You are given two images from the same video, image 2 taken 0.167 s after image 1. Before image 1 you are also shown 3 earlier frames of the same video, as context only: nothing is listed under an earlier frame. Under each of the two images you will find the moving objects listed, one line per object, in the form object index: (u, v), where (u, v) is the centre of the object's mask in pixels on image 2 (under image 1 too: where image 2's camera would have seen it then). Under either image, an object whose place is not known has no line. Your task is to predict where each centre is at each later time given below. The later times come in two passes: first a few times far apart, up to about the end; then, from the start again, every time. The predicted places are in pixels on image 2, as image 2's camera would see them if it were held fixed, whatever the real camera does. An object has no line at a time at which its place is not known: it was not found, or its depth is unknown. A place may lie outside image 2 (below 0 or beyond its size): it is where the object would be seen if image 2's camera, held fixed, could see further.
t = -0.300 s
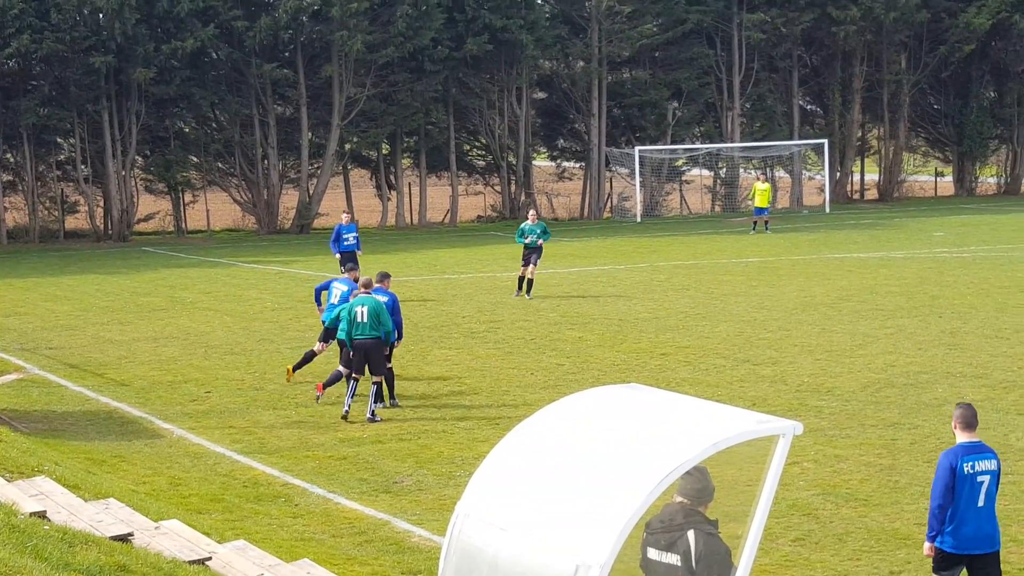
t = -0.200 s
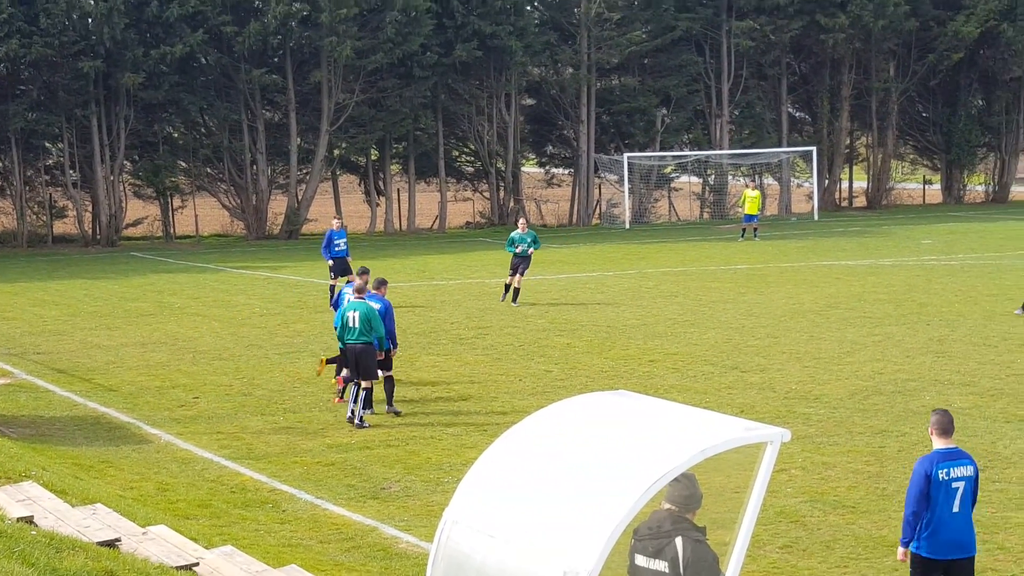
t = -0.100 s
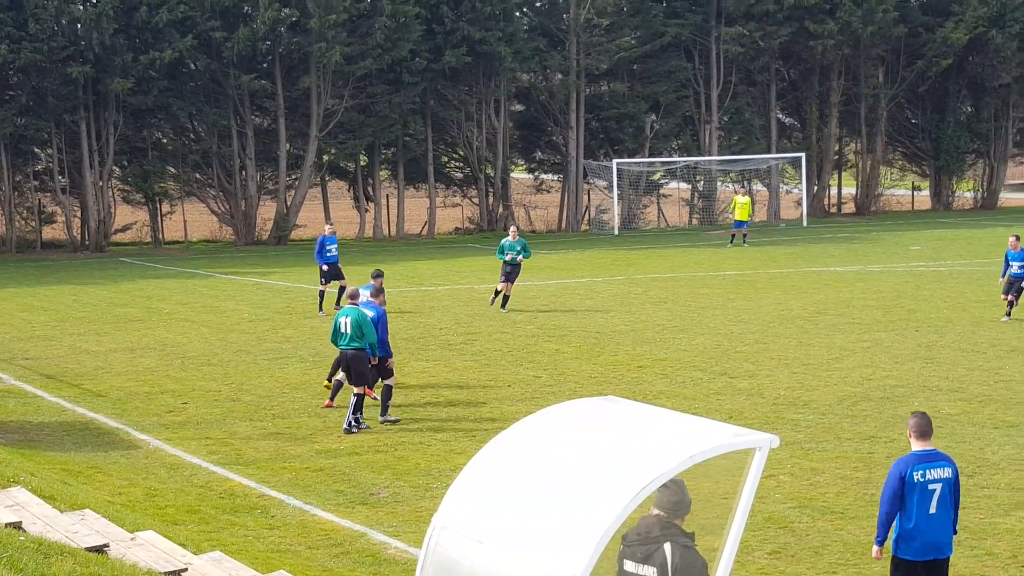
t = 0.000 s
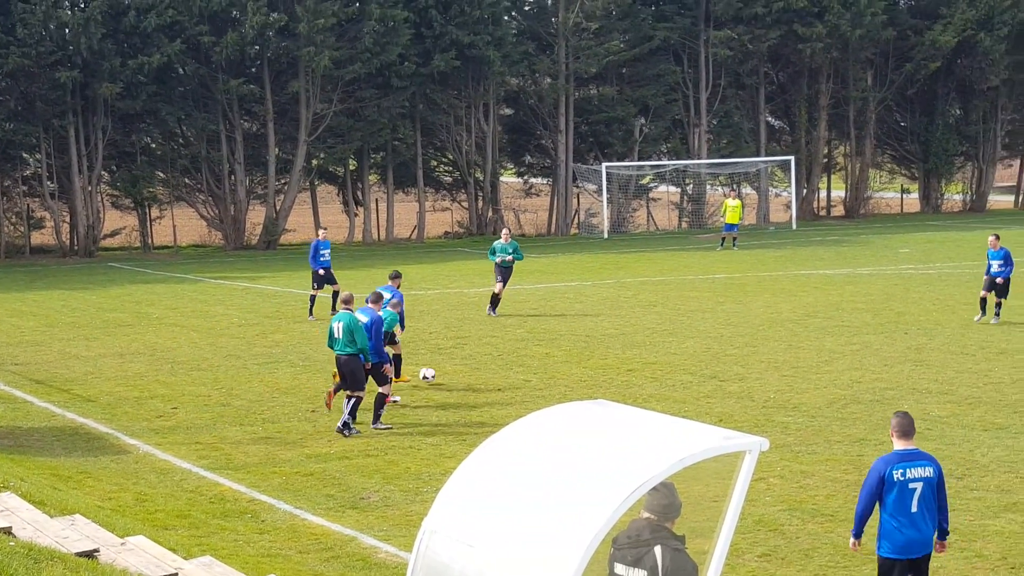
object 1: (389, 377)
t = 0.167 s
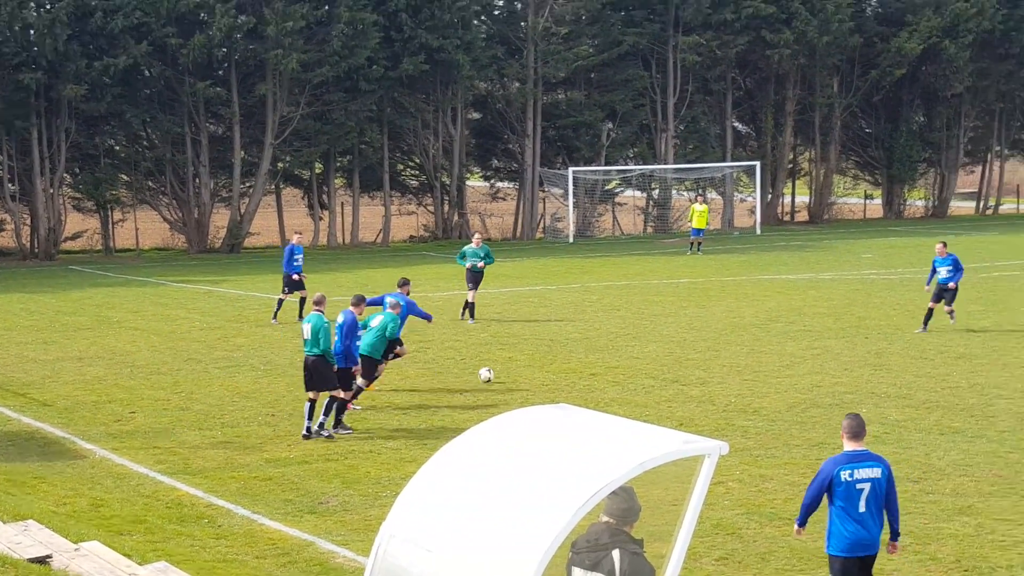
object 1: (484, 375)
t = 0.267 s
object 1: (529, 362)
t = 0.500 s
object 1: (626, 364)
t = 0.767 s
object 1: (715, 354)
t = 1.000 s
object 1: (786, 342)
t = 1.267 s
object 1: (860, 346)
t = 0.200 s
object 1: (501, 370)
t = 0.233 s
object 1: (515, 366)
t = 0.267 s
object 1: (529, 362)
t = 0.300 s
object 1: (543, 360)
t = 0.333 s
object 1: (558, 359)
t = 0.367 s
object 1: (572, 359)
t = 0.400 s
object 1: (585, 358)
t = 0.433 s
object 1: (598, 360)
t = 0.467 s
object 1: (613, 362)
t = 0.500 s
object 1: (626, 364)
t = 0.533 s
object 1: (638, 362)
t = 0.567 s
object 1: (649, 360)
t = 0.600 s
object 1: (661, 359)
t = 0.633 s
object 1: (672, 359)
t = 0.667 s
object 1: (683, 359)
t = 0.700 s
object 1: (694, 357)
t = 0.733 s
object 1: (705, 355)
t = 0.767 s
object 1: (715, 354)
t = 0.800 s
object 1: (726, 354)
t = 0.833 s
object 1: (737, 354)
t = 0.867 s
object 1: (748, 354)
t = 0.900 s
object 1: (757, 352)
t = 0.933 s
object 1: (767, 348)
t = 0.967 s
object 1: (777, 345)
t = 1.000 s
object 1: (786, 342)
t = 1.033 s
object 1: (795, 340)
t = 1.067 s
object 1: (804, 339)
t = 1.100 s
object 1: (814, 339)
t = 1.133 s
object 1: (823, 339)
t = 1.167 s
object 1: (832, 340)
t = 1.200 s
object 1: (841, 342)
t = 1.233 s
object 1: (851, 344)
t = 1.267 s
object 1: (860, 346)
